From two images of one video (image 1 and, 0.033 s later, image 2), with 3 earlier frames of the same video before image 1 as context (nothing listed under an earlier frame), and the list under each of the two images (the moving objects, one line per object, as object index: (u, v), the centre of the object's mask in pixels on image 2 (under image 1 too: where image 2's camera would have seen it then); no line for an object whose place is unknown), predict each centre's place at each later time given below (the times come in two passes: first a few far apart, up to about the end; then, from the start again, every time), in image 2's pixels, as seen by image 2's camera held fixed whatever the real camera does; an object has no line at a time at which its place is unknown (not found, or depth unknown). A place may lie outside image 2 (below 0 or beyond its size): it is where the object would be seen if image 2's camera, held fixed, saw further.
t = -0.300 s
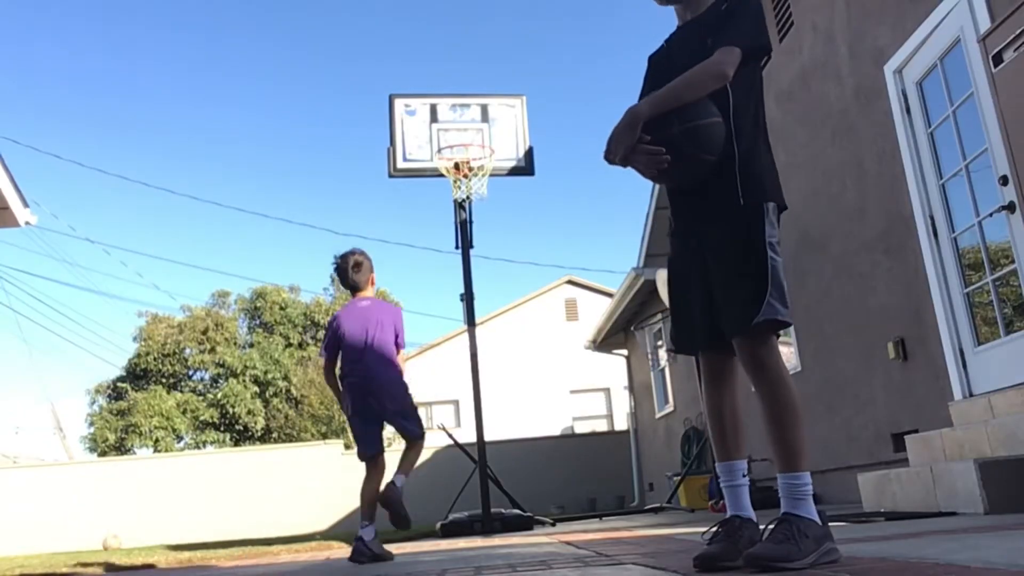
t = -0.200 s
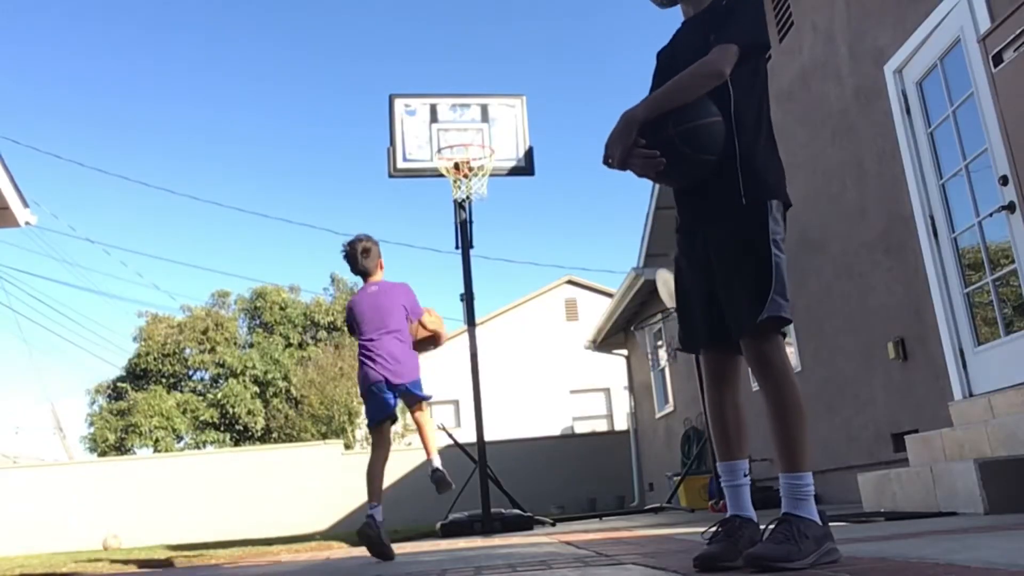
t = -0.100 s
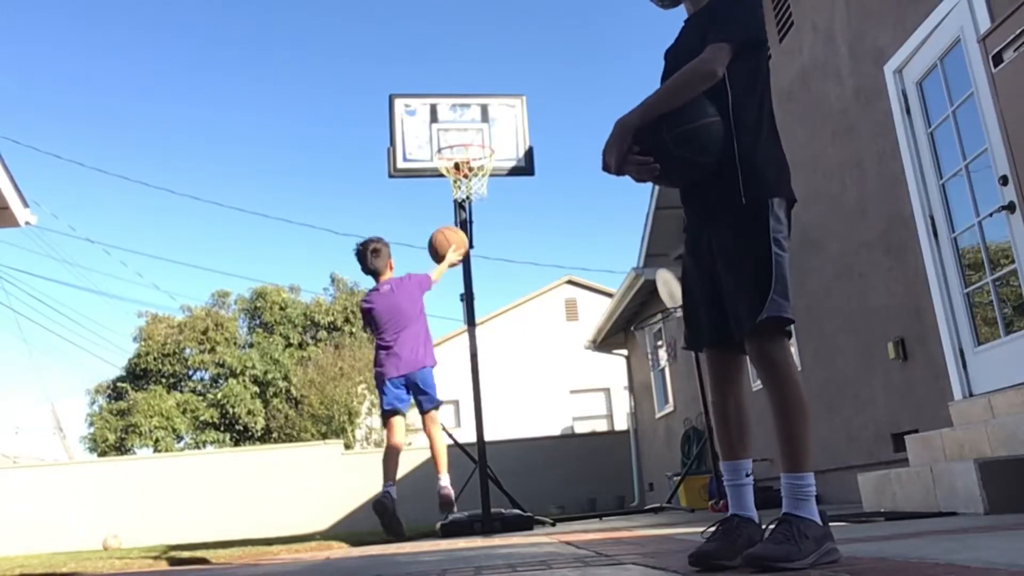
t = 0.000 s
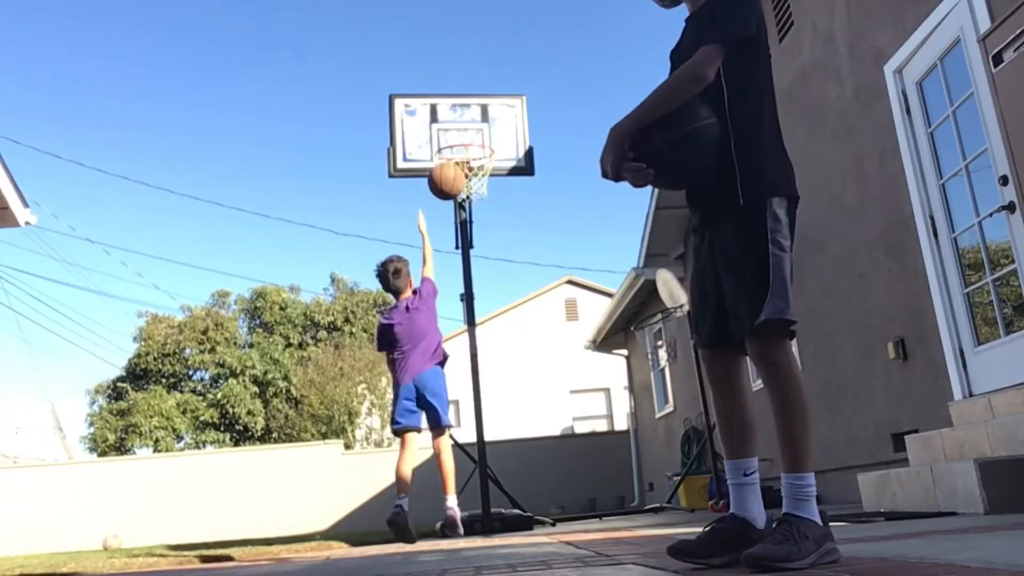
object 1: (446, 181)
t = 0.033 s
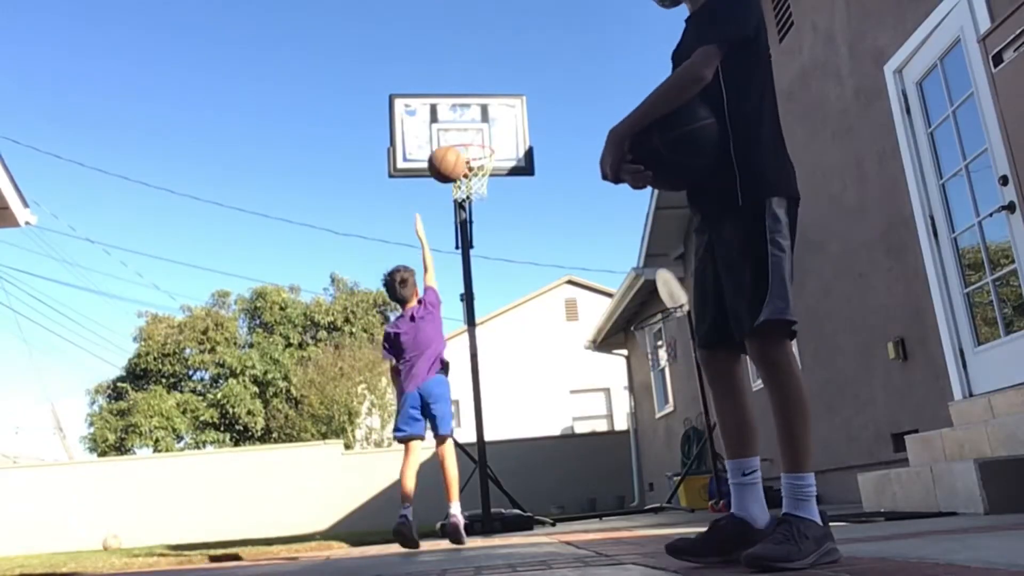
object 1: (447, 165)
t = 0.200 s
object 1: (446, 113)
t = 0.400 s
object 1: (450, 105)
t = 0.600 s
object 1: (456, 141)
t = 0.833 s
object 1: (462, 211)
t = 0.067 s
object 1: (446, 150)
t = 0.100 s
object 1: (446, 138)
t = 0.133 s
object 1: (445, 128)
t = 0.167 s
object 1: (445, 119)
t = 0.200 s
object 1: (446, 113)
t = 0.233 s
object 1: (447, 107)
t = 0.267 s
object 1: (448, 104)
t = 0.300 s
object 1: (448, 102)
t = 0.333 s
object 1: (448, 102)
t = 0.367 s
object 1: (449, 103)
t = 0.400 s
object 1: (450, 105)
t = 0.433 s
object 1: (451, 108)
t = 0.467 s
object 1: (452, 112)
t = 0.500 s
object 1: (453, 118)
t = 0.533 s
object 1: (454, 125)
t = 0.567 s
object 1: (455, 133)
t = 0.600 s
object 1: (456, 141)
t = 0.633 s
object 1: (458, 153)
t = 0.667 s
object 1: (459, 162)
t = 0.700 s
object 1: (461, 173)
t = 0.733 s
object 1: (461, 184)
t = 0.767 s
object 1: (462, 192)
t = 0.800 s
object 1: (462, 201)
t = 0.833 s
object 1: (462, 211)
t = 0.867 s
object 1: (462, 222)
